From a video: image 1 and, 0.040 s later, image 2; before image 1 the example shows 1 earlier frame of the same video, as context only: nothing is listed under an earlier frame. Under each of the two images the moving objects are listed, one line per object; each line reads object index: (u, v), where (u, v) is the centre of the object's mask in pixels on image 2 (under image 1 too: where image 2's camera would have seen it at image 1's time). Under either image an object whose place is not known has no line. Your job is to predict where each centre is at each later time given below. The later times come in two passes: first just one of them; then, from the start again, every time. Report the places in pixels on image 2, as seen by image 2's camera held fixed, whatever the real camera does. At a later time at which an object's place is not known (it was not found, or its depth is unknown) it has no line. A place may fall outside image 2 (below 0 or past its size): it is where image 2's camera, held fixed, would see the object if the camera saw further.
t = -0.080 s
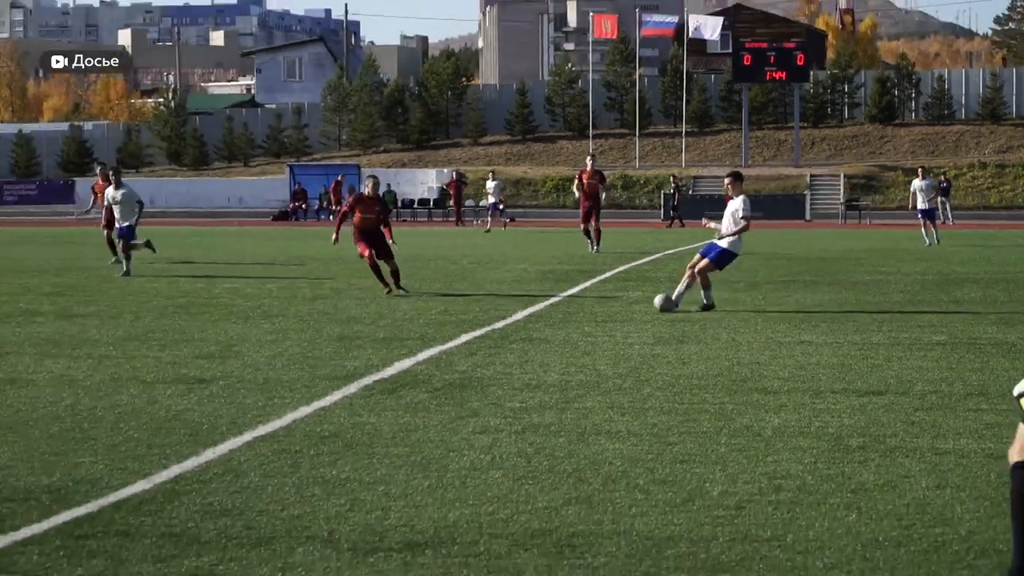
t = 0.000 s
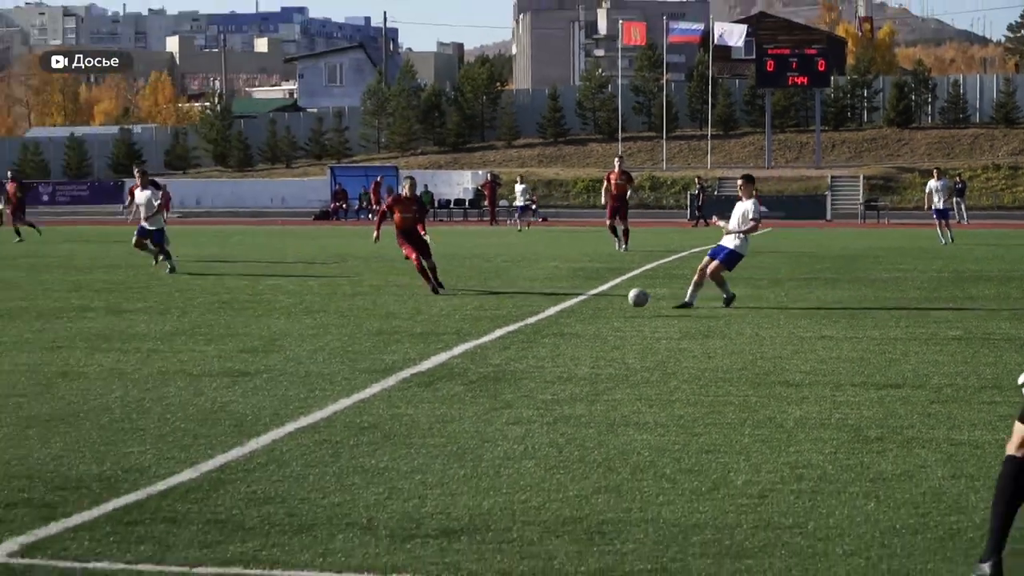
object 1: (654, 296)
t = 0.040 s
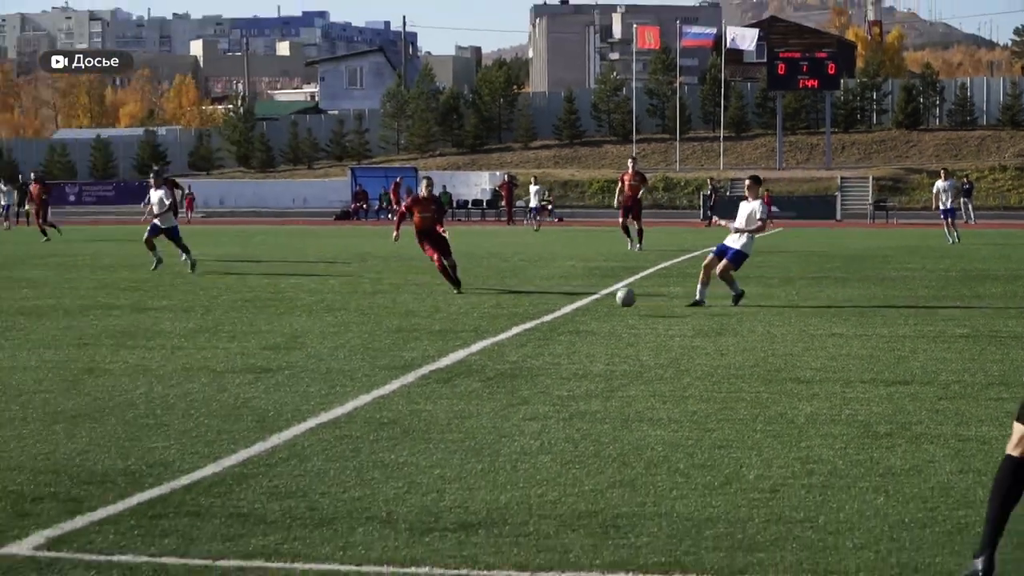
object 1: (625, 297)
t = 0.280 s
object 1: (468, 314)
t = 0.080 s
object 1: (599, 300)
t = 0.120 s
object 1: (572, 306)
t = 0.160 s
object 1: (543, 314)
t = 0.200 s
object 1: (518, 316)
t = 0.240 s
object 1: (493, 314)
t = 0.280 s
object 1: (468, 314)
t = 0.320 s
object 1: (443, 316)
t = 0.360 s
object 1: (415, 320)
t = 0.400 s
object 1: (387, 327)
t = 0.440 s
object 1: (358, 337)
